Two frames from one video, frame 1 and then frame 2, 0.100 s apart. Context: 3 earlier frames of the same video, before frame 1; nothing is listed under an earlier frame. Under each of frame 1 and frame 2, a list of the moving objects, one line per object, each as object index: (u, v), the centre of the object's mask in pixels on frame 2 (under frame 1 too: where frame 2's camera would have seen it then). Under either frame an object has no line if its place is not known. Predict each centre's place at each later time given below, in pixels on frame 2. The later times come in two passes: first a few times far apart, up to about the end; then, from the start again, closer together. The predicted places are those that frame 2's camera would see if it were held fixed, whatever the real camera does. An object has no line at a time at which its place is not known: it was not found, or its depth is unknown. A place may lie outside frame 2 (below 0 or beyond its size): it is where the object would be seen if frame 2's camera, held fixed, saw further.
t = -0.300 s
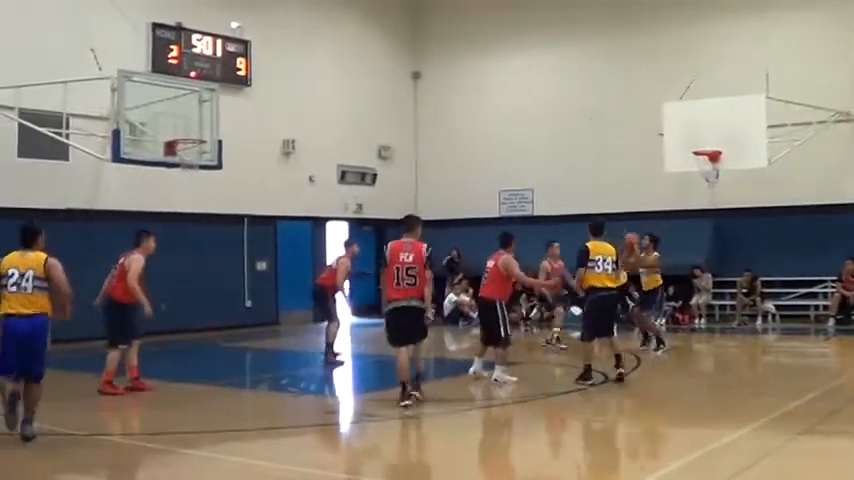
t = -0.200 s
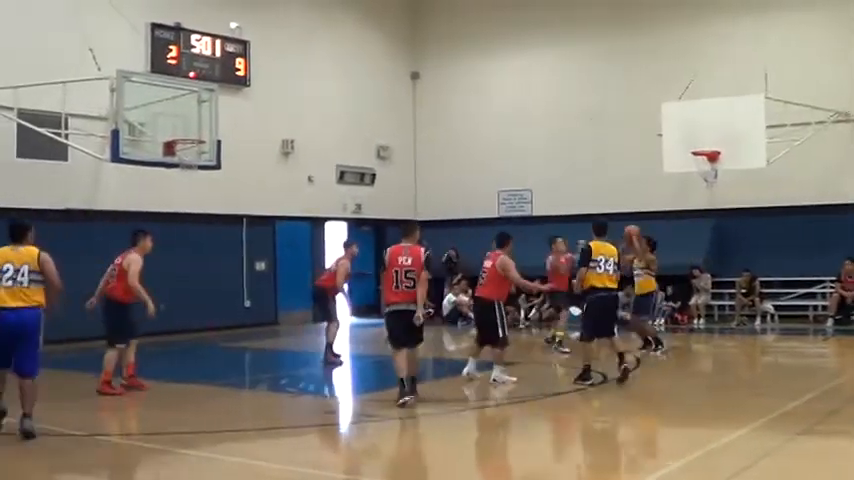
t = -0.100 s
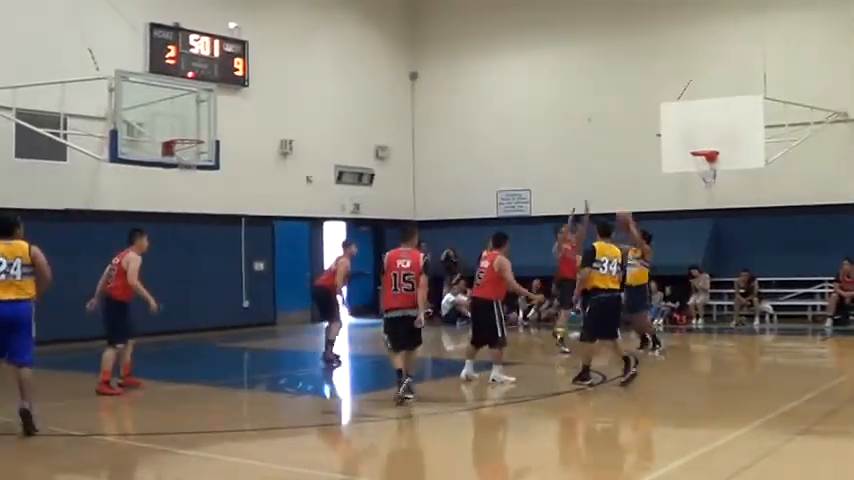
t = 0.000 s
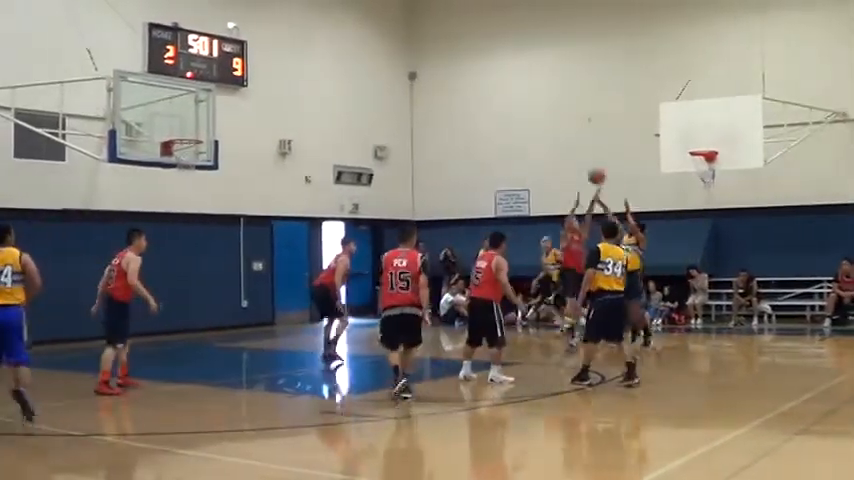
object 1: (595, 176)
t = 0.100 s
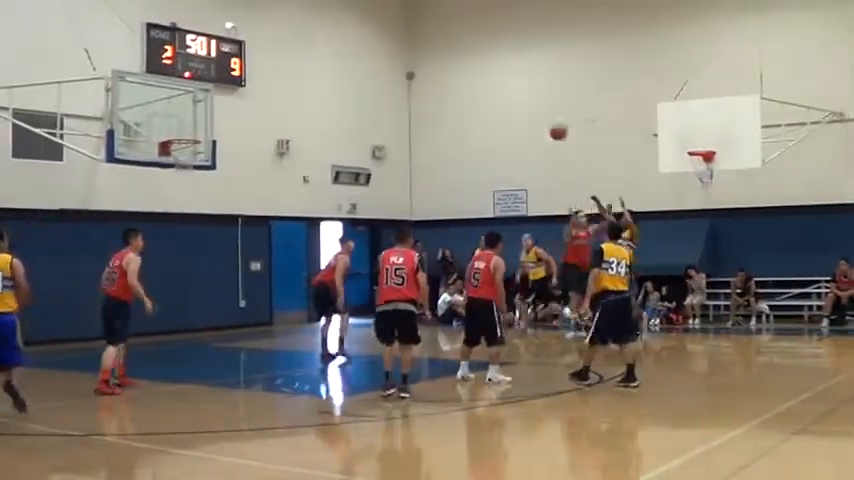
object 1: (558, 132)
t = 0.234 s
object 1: (510, 84)
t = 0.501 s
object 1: (416, 25)
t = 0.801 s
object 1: (315, 19)
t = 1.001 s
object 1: (249, 48)
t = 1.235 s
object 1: (172, 118)
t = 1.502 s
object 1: (141, 148)
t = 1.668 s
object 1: (133, 181)
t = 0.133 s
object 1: (546, 119)
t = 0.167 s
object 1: (534, 106)
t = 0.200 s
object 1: (522, 95)
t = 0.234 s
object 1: (510, 84)
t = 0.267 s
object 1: (498, 74)
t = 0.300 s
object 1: (486, 65)
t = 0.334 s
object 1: (475, 57)
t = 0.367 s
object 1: (463, 49)
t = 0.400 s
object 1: (452, 42)
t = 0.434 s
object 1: (440, 38)
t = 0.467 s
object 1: (429, 32)
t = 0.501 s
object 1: (416, 25)
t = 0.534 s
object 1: (406, 23)
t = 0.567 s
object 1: (394, 21)
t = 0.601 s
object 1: (383, 16)
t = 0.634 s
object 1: (371, 15)
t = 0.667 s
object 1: (361, 14)
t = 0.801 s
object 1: (315, 19)
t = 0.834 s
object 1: (304, 22)
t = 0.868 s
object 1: (293, 26)
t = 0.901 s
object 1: (282, 30)
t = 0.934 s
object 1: (270, 36)
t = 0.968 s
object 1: (259, 41)
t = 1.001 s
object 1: (249, 48)
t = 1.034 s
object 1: (239, 54)
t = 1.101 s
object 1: (216, 70)
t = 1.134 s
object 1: (204, 84)
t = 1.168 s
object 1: (193, 95)
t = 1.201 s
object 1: (183, 106)
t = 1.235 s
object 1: (172, 118)
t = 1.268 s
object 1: (161, 131)
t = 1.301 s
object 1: (157, 138)
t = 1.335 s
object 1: (152, 136)
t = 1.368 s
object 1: (150, 136)
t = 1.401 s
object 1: (148, 138)
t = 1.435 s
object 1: (147, 140)
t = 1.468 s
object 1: (144, 143)
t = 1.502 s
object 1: (141, 148)
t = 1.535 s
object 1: (140, 152)
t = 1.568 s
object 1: (137, 157)
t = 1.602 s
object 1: (135, 164)
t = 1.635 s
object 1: (134, 171)
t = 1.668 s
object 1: (133, 181)
